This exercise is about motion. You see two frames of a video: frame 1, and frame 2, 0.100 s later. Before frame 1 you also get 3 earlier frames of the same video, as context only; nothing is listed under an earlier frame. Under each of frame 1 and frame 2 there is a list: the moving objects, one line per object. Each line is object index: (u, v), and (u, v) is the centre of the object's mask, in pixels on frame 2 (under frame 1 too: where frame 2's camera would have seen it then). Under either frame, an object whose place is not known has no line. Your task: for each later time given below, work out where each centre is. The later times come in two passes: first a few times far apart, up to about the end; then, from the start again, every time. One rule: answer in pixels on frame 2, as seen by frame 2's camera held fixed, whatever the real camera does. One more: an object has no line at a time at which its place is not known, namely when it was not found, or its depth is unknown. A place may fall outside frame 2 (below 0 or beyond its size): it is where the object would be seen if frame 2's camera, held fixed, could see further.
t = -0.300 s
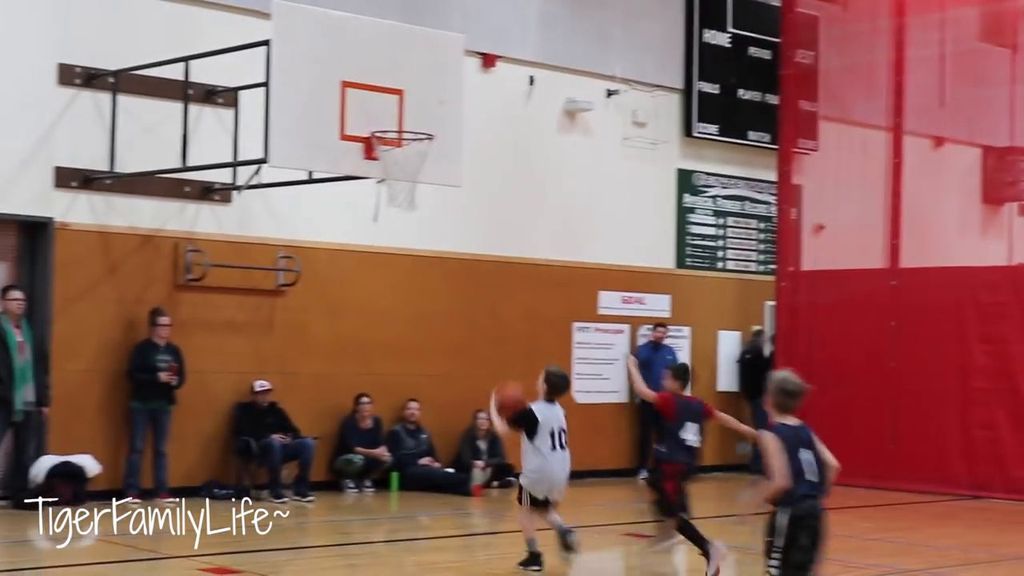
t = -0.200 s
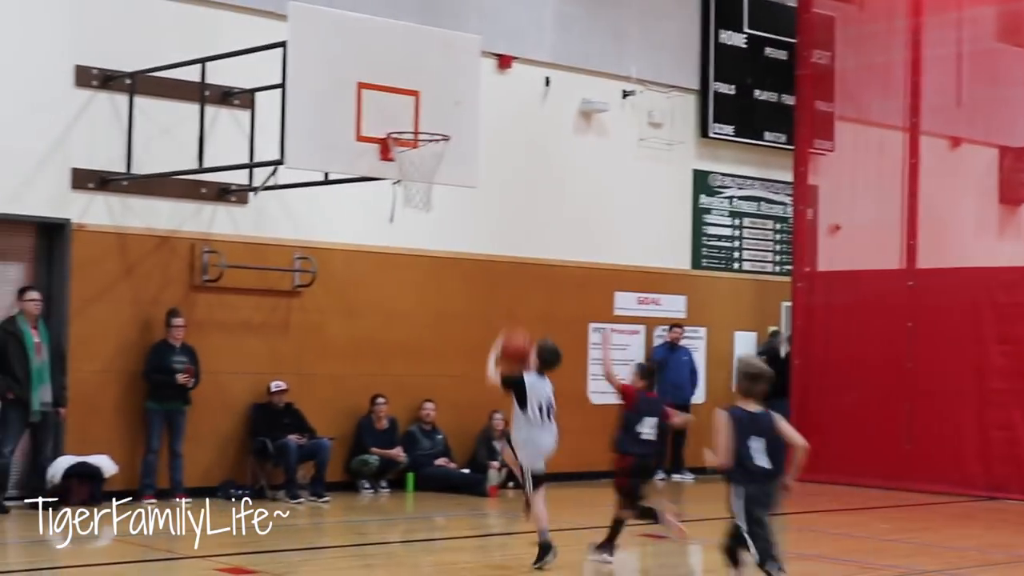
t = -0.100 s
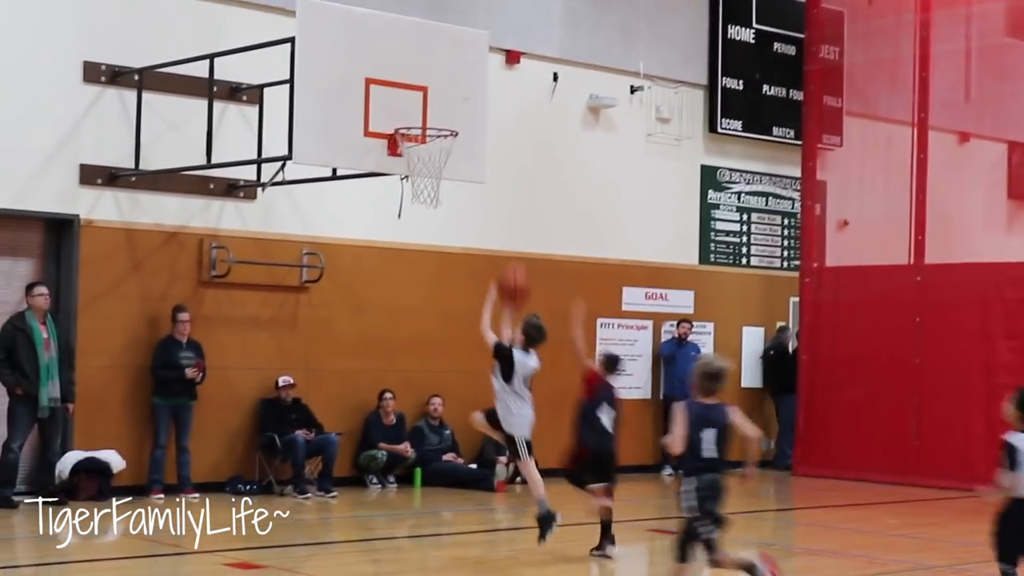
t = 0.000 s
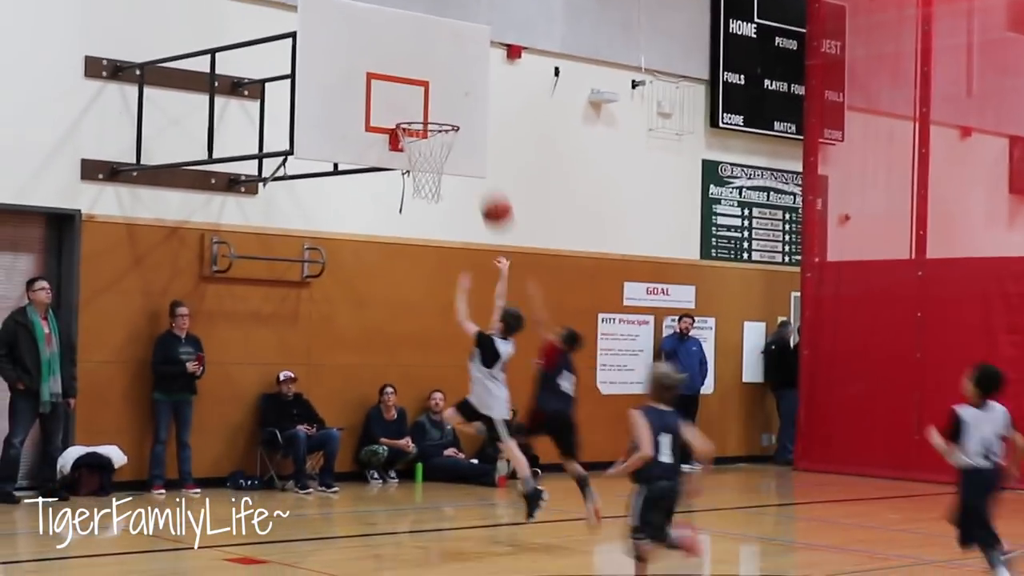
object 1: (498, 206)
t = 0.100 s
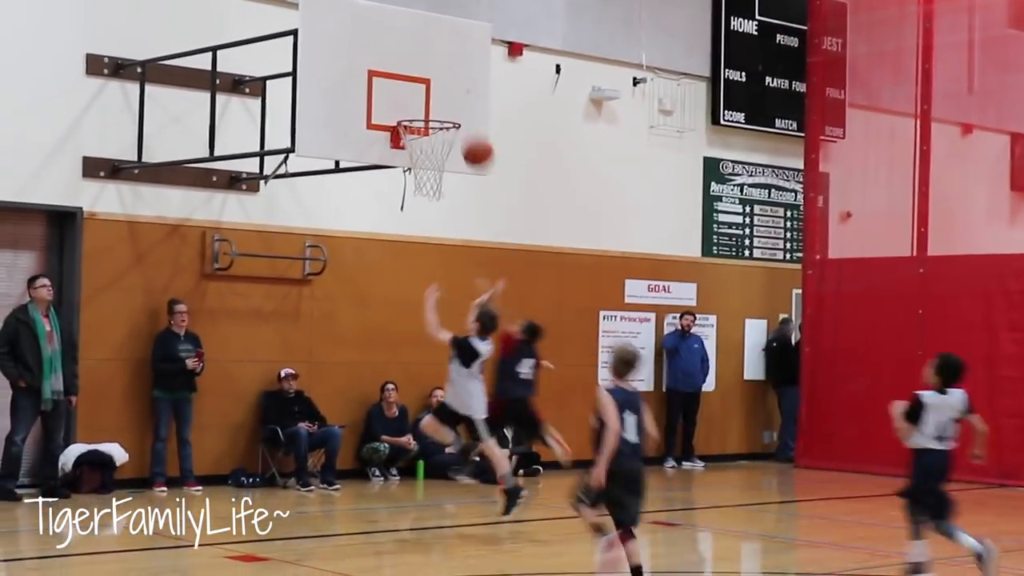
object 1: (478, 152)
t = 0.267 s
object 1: (445, 93)
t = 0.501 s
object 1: (405, 75)
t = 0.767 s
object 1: (439, 109)
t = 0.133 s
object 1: (471, 136)
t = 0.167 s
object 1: (464, 123)
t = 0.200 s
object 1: (458, 111)
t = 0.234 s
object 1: (451, 102)
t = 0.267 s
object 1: (445, 93)
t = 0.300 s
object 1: (439, 85)
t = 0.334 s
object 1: (432, 80)
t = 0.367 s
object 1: (427, 76)
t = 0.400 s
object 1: (420, 74)
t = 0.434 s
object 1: (415, 73)
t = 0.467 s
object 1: (409, 73)
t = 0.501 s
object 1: (405, 75)
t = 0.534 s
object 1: (410, 76)
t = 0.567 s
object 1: (417, 80)
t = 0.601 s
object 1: (423, 85)
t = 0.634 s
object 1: (430, 91)
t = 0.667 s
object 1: (436, 100)
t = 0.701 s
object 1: (443, 108)
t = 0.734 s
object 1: (444, 112)
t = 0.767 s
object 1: (439, 109)
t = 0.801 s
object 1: (434, 107)
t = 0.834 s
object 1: (429, 107)
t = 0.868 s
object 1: (425, 108)
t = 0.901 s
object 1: (420, 110)
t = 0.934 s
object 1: (416, 113)
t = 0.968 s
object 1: (415, 116)
